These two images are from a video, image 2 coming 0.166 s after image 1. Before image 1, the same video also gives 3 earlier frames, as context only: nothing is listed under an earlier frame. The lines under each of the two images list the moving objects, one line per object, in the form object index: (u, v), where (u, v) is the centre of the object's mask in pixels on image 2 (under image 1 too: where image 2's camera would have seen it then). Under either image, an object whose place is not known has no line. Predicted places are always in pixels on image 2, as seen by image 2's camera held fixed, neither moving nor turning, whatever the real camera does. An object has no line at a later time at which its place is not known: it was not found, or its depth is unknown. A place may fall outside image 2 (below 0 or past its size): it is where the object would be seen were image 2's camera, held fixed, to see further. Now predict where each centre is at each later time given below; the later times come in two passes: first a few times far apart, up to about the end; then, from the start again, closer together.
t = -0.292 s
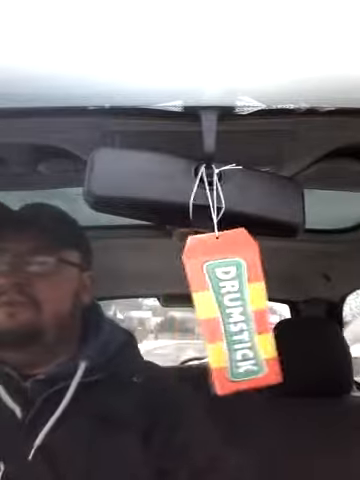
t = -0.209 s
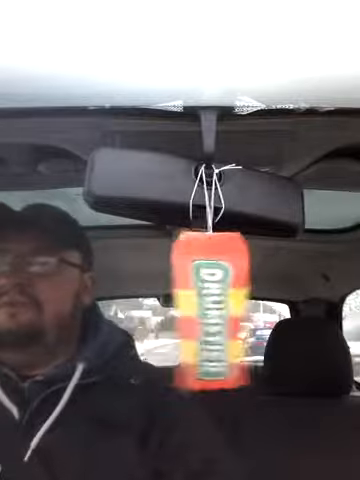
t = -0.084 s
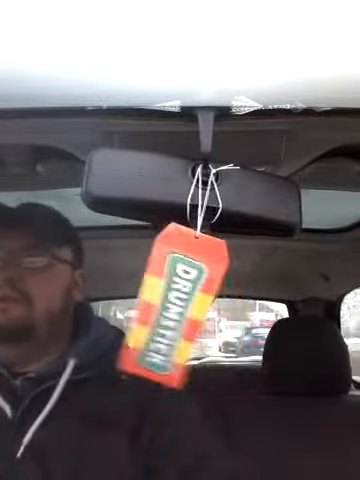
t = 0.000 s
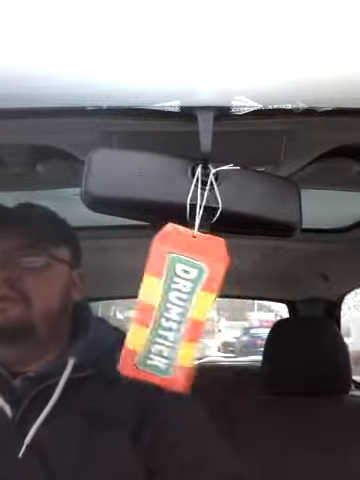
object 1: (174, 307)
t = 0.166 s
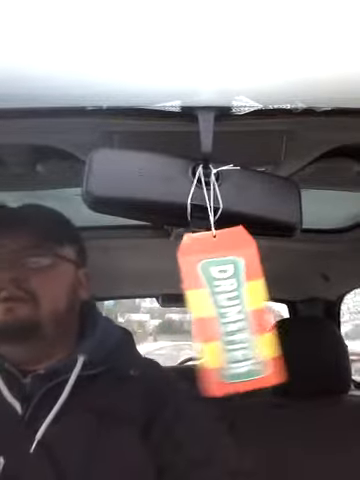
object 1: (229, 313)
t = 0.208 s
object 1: (241, 309)
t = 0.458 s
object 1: (206, 310)
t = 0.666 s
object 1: (159, 301)
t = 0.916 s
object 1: (257, 303)
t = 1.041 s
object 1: (242, 308)
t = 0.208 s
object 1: (241, 309)
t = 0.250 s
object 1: (249, 306)
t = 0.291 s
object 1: (250, 305)
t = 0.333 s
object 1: (246, 307)
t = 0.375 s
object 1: (236, 309)
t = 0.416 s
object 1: (223, 311)
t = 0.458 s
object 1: (206, 310)
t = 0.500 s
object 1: (187, 308)
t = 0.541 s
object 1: (172, 306)
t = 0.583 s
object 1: (162, 302)
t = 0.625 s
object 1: (157, 300)
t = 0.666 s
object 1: (159, 301)
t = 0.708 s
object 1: (168, 306)
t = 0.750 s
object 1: (186, 313)
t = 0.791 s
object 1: (209, 315)
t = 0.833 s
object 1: (229, 312)
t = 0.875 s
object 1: (248, 307)
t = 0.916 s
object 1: (257, 303)
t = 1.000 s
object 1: (253, 304)
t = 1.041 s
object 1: (242, 308)
